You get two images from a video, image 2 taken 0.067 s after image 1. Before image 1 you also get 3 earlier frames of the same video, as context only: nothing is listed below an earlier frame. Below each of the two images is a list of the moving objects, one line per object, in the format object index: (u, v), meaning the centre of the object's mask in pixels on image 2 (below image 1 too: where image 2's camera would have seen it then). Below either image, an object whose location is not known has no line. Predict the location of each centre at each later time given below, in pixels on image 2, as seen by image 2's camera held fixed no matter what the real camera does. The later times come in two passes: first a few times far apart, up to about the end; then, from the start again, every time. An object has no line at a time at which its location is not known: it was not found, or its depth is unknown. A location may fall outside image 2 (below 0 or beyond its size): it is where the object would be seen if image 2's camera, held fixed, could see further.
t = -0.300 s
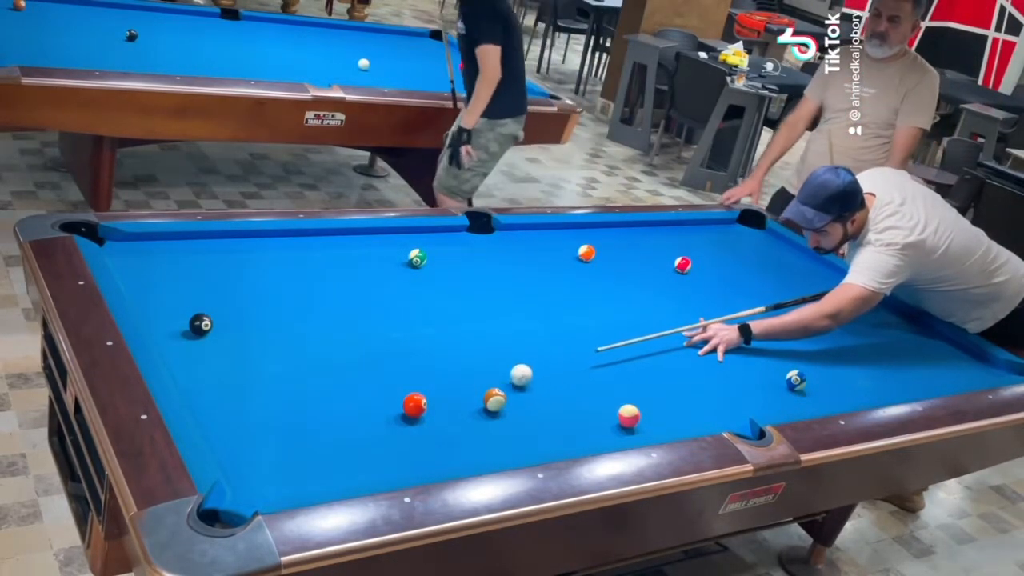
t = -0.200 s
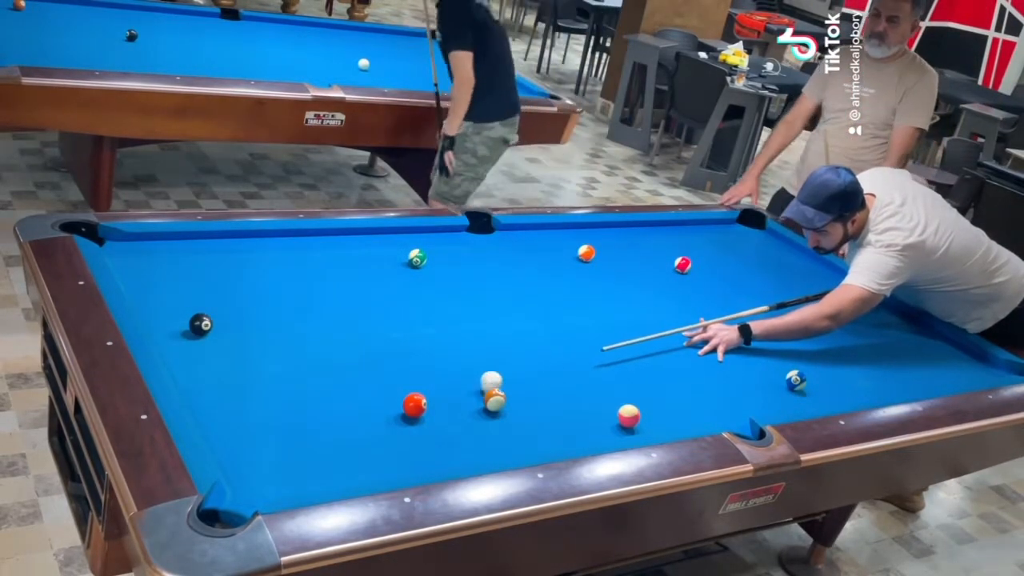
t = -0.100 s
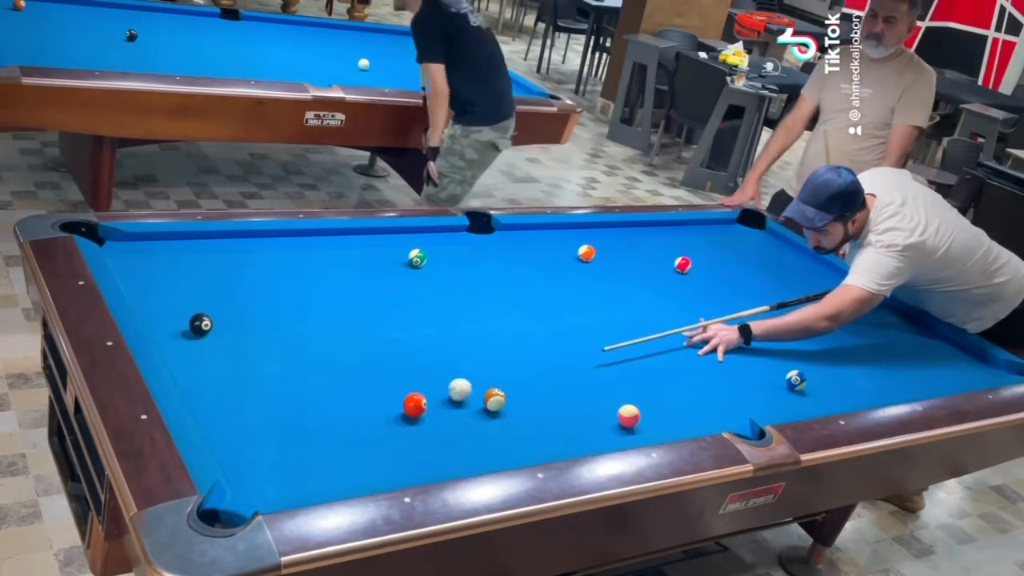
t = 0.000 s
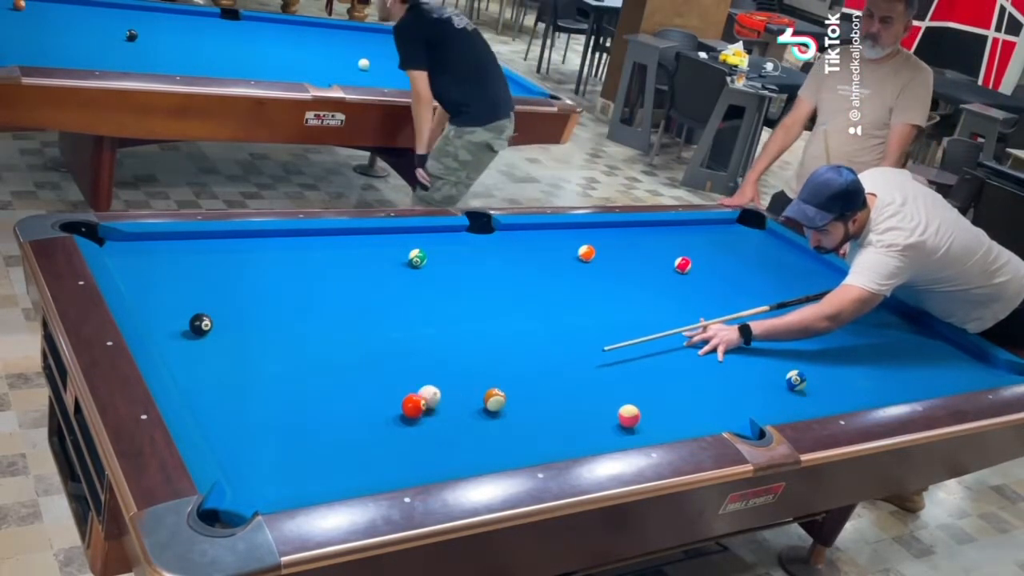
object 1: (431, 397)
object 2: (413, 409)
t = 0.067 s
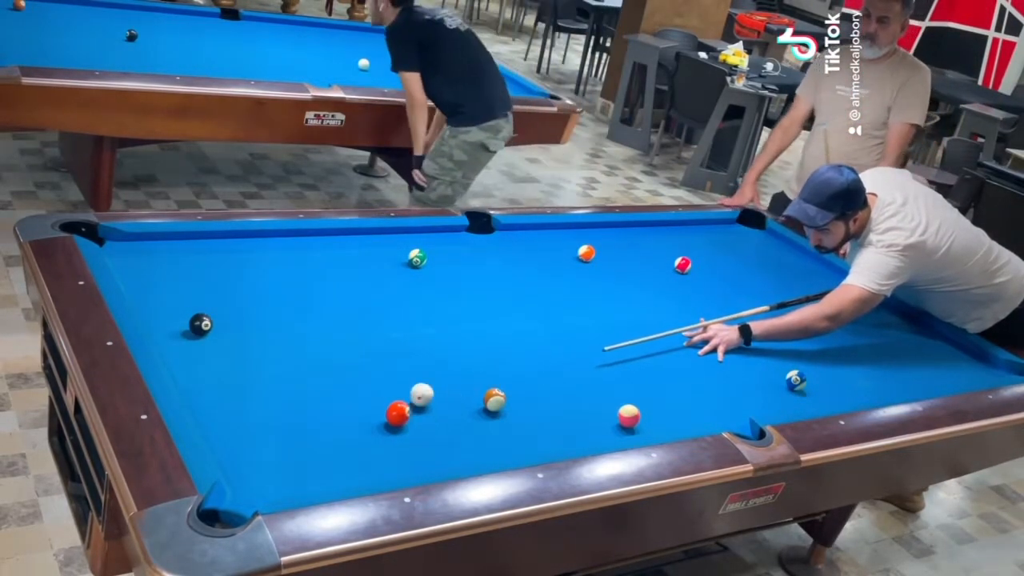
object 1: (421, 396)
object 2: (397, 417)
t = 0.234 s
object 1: (398, 394)
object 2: (368, 432)
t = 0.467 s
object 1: (367, 390)
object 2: (324, 456)
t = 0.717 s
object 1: (335, 386)
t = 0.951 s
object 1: (306, 383)
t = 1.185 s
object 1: (279, 379)
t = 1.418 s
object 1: (254, 376)
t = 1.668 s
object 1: (228, 373)
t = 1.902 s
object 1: (207, 370)
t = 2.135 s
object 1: (188, 367)
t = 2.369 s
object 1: (173, 363)
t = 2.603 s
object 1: (178, 362)
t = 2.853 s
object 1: (182, 361)
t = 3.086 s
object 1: (187, 357)
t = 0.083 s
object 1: (419, 396)
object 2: (395, 419)
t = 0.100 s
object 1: (417, 396)
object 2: (391, 420)
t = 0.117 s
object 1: (415, 395)
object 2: (388, 422)
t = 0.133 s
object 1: (412, 395)
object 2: (385, 424)
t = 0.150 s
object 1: (410, 395)
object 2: (382, 425)
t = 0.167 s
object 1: (408, 395)
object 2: (380, 427)
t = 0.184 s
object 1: (405, 395)
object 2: (376, 428)
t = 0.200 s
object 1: (403, 394)
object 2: (374, 429)
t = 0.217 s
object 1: (401, 394)
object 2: (371, 431)
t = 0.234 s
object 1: (398, 394)
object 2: (368, 432)
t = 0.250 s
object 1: (396, 393)
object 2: (365, 434)
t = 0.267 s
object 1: (394, 393)
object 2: (361, 436)
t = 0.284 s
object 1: (391, 393)
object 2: (358, 438)
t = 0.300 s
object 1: (389, 393)
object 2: (355, 439)
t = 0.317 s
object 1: (387, 393)
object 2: (352, 441)
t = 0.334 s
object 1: (385, 392)
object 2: (349, 442)
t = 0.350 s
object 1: (383, 392)
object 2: (346, 444)
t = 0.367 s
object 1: (380, 392)
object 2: (343, 446)
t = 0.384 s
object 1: (378, 392)
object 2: (340, 448)
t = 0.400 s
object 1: (376, 391)
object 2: (336, 449)
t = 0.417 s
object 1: (373, 391)
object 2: (333, 451)
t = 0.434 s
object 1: (371, 391)
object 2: (330, 452)
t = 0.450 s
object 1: (369, 391)
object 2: (327, 454)
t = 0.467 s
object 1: (367, 390)
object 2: (324, 456)
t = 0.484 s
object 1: (364, 390)
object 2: (320, 458)
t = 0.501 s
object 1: (362, 390)
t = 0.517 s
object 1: (360, 389)
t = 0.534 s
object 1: (358, 389)
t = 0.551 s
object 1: (356, 389)
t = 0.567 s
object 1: (354, 389)
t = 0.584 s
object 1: (351, 389)
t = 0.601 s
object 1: (349, 388)
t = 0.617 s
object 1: (347, 388)
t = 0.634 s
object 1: (345, 388)
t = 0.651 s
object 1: (343, 387)
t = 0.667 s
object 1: (341, 387)
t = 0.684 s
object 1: (339, 387)
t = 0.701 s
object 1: (337, 387)
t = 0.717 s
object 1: (335, 386)
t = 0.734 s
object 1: (333, 386)
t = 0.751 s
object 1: (330, 386)
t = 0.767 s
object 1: (328, 386)
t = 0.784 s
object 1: (326, 385)
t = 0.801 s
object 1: (324, 385)
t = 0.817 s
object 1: (322, 385)
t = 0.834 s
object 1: (320, 385)
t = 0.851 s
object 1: (318, 384)
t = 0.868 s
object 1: (316, 384)
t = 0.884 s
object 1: (314, 384)
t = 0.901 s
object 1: (312, 384)
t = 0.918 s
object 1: (310, 384)
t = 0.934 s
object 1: (308, 383)
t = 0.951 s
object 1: (306, 383)
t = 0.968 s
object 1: (304, 383)
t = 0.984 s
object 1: (302, 383)
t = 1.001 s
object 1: (300, 382)
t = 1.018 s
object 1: (298, 382)
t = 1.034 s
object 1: (296, 382)
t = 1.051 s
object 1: (294, 382)
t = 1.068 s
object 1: (292, 381)
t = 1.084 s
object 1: (290, 381)
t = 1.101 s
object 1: (288, 381)
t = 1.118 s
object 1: (286, 380)
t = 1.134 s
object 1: (284, 380)
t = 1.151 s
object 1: (282, 380)
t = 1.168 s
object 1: (281, 380)
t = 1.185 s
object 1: (279, 379)
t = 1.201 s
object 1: (277, 379)
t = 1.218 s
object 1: (275, 379)
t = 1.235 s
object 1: (273, 379)
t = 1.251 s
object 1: (271, 378)
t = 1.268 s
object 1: (269, 378)
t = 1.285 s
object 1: (268, 378)
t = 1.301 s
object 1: (266, 378)
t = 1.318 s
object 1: (264, 378)
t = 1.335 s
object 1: (262, 377)
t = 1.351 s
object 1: (261, 377)
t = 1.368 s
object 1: (259, 377)
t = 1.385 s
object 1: (257, 377)
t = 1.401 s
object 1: (255, 376)
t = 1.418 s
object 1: (254, 376)
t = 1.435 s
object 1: (252, 376)
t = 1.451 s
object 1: (250, 376)
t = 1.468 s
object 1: (248, 376)
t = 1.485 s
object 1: (247, 375)
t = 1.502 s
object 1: (245, 375)
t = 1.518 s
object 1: (243, 375)
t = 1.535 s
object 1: (241, 375)
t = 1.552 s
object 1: (240, 374)
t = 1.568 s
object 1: (238, 374)
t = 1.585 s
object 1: (236, 374)
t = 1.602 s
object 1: (235, 374)
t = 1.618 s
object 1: (233, 373)
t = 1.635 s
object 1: (232, 373)
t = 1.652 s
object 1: (230, 373)
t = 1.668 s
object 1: (228, 373)
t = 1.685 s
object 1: (227, 372)
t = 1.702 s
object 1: (225, 372)
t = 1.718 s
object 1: (224, 372)
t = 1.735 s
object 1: (222, 372)
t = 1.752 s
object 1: (221, 372)
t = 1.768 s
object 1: (219, 371)
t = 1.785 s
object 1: (218, 371)
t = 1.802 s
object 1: (216, 371)
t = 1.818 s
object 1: (214, 371)
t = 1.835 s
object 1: (213, 371)
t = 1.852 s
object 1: (212, 371)
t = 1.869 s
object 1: (210, 370)
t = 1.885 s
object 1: (208, 370)
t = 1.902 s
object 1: (207, 370)
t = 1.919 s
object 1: (205, 370)
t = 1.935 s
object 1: (204, 370)
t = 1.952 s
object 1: (203, 370)
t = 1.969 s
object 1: (201, 369)
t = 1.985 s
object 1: (200, 369)
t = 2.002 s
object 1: (198, 369)
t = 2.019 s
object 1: (197, 368)
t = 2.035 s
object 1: (196, 368)
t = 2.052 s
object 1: (194, 368)
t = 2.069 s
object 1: (193, 368)
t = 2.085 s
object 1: (192, 367)
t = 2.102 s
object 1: (190, 367)
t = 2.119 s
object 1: (189, 367)
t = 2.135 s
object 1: (188, 367)
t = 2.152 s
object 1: (187, 366)
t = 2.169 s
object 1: (185, 366)
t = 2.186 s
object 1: (184, 366)
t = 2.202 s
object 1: (183, 366)
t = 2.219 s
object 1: (181, 366)
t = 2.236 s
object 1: (180, 366)
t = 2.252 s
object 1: (179, 366)
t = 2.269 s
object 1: (178, 365)
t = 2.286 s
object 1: (177, 365)
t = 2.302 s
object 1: (176, 365)
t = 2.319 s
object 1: (175, 364)
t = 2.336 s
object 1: (174, 364)
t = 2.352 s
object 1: (173, 363)
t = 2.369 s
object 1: (173, 363)
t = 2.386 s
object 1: (173, 363)
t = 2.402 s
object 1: (174, 363)
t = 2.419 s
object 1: (174, 363)
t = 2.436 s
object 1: (174, 363)
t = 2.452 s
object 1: (174, 363)
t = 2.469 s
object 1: (175, 363)
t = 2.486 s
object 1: (175, 363)
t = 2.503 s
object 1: (176, 363)
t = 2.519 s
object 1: (176, 363)
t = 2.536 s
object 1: (177, 363)
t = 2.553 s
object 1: (177, 363)
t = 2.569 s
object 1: (177, 363)
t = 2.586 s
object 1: (178, 363)
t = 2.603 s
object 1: (178, 362)
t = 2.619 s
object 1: (178, 362)
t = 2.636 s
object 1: (178, 362)
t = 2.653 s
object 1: (179, 362)
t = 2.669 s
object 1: (179, 362)
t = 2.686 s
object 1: (179, 362)
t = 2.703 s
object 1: (180, 362)
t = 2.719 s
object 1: (180, 362)
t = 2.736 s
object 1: (180, 362)
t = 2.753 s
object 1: (180, 362)
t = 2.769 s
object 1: (180, 362)
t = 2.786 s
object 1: (181, 362)
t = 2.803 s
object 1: (181, 361)
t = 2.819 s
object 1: (181, 361)
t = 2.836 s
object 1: (181, 361)
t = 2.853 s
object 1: (182, 361)
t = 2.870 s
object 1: (182, 361)
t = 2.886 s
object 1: (182, 361)
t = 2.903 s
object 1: (182, 361)
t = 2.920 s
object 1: (182, 361)
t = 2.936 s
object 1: (183, 361)
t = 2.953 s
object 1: (183, 361)
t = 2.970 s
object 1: (183, 361)
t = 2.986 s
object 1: (183, 361)
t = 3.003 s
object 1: (185, 359)
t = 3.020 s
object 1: (186, 358)
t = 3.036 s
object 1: (186, 358)
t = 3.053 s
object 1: (187, 357)
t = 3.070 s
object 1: (187, 357)
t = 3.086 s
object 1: (187, 357)
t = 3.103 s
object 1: (187, 357)
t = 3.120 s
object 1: (187, 357)
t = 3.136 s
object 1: (188, 357)
